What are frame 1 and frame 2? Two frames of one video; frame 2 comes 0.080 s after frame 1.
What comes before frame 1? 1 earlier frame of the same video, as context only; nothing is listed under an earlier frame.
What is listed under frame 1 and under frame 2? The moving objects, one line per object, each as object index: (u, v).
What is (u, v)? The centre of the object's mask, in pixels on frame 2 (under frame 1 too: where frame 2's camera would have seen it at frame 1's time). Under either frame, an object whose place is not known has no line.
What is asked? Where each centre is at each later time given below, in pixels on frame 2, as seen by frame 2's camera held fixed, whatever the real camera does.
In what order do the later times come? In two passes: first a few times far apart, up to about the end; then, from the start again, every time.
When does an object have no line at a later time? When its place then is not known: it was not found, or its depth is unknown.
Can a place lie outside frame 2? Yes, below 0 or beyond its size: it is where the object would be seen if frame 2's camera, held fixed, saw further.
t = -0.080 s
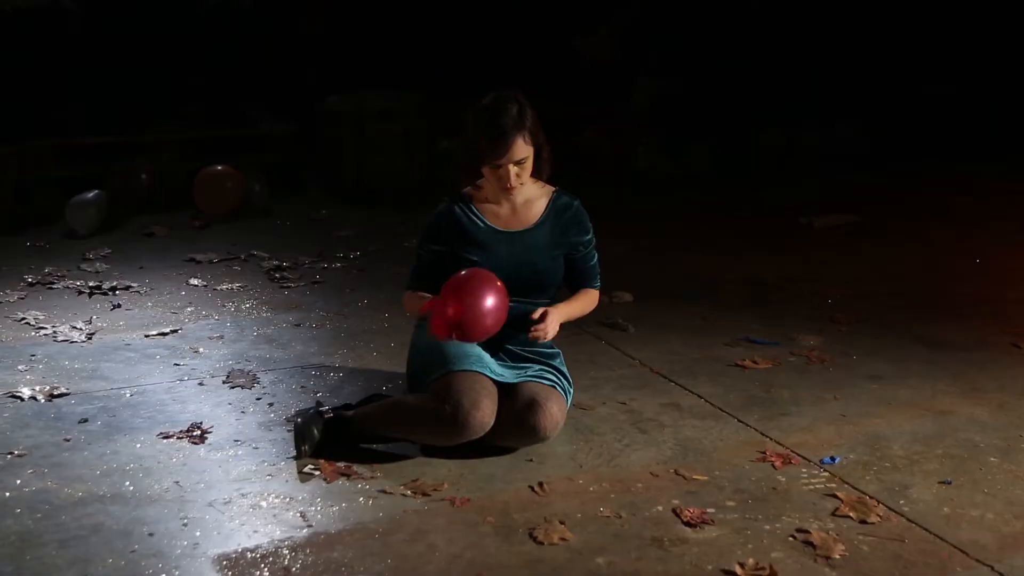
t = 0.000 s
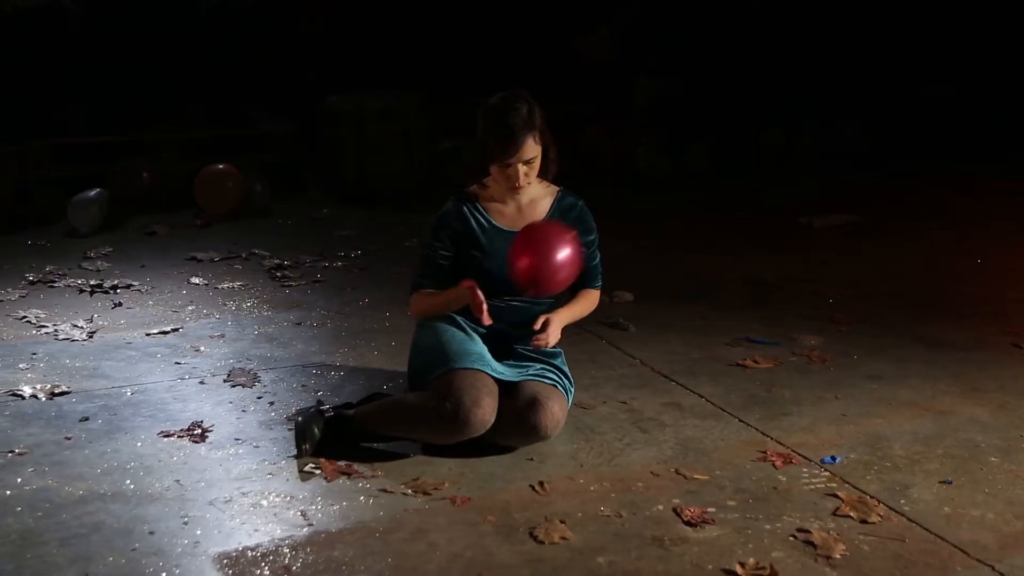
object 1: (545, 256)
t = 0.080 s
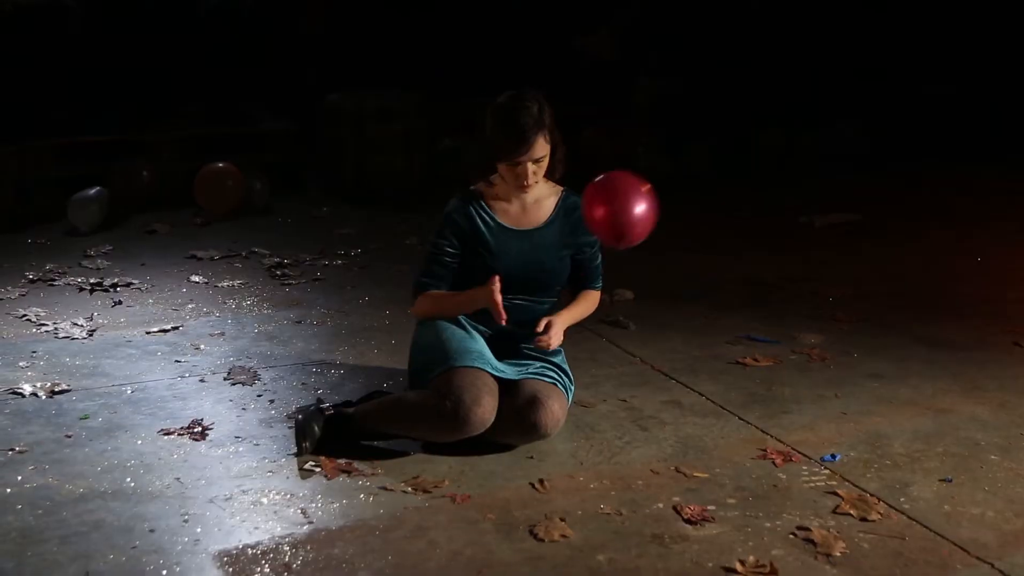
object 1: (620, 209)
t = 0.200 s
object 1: (704, 167)
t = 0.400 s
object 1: (797, 161)
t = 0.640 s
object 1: (870, 217)
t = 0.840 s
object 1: (901, 308)
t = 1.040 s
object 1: (910, 424)
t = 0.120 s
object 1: (651, 191)
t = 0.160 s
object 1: (679, 177)
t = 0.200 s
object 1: (704, 167)
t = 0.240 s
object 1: (727, 160)
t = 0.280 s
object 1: (747, 157)
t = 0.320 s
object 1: (766, 156)
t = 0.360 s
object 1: (782, 157)
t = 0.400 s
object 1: (797, 161)
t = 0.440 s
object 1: (812, 166)
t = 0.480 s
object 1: (825, 173)
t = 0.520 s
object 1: (837, 181)
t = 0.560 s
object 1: (850, 191)
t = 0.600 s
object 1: (861, 203)
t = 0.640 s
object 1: (870, 217)
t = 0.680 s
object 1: (878, 232)
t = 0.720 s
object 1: (885, 249)
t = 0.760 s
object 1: (891, 268)
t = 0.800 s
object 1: (896, 287)
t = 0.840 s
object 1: (901, 308)
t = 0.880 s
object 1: (905, 330)
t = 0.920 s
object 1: (908, 352)
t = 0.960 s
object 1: (909, 376)
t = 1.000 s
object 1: (910, 400)
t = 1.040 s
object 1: (910, 424)
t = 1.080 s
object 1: (909, 446)
